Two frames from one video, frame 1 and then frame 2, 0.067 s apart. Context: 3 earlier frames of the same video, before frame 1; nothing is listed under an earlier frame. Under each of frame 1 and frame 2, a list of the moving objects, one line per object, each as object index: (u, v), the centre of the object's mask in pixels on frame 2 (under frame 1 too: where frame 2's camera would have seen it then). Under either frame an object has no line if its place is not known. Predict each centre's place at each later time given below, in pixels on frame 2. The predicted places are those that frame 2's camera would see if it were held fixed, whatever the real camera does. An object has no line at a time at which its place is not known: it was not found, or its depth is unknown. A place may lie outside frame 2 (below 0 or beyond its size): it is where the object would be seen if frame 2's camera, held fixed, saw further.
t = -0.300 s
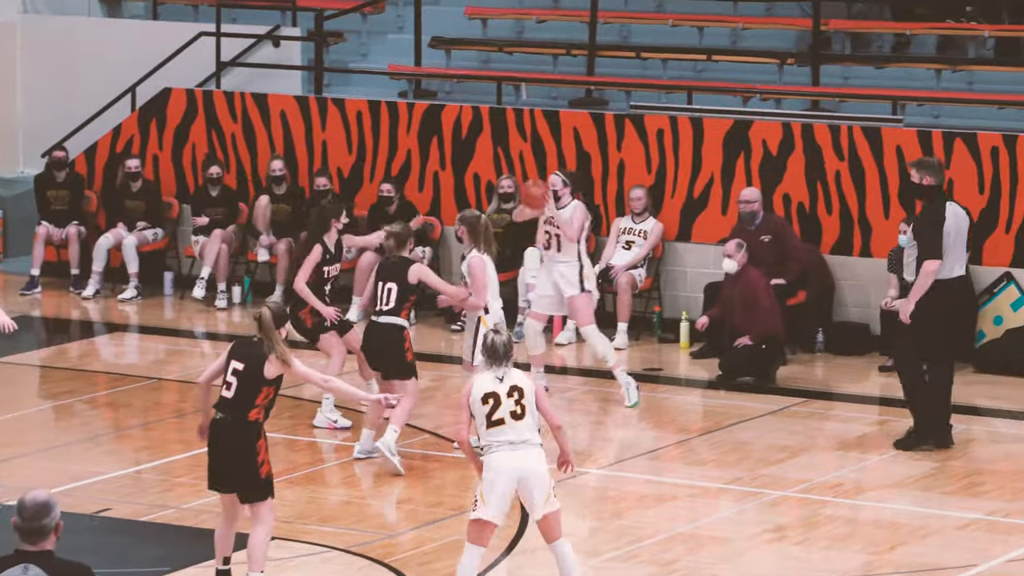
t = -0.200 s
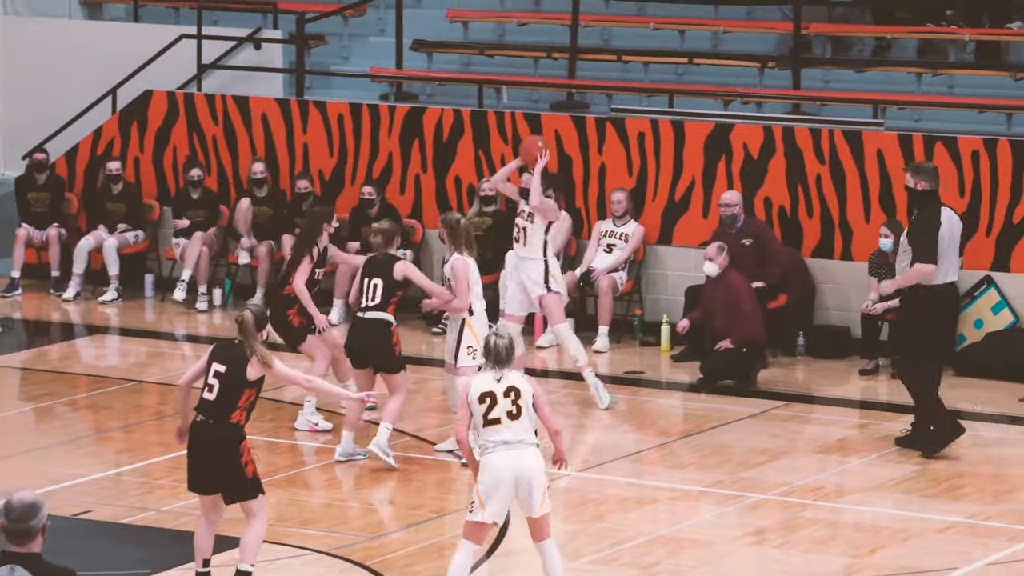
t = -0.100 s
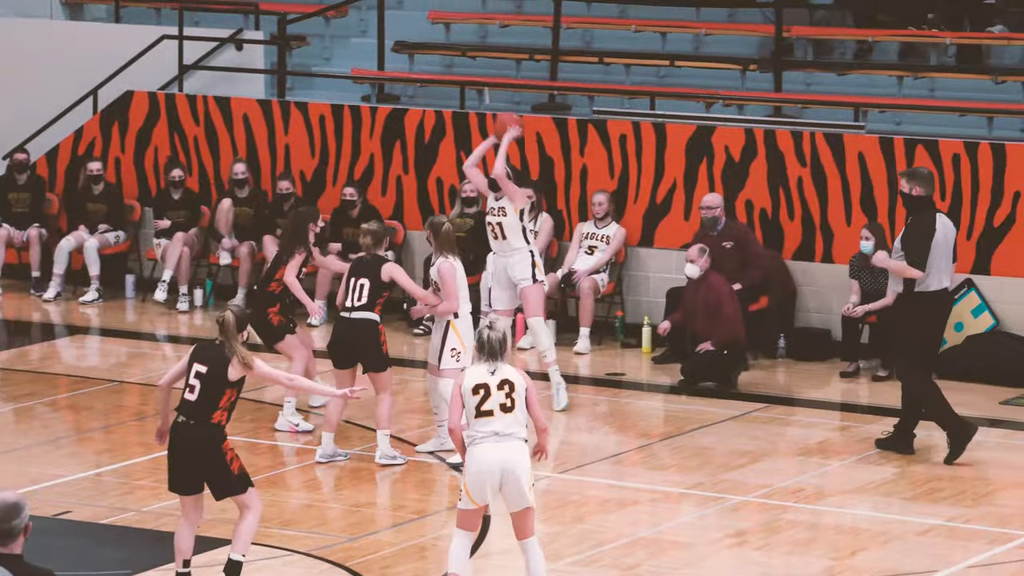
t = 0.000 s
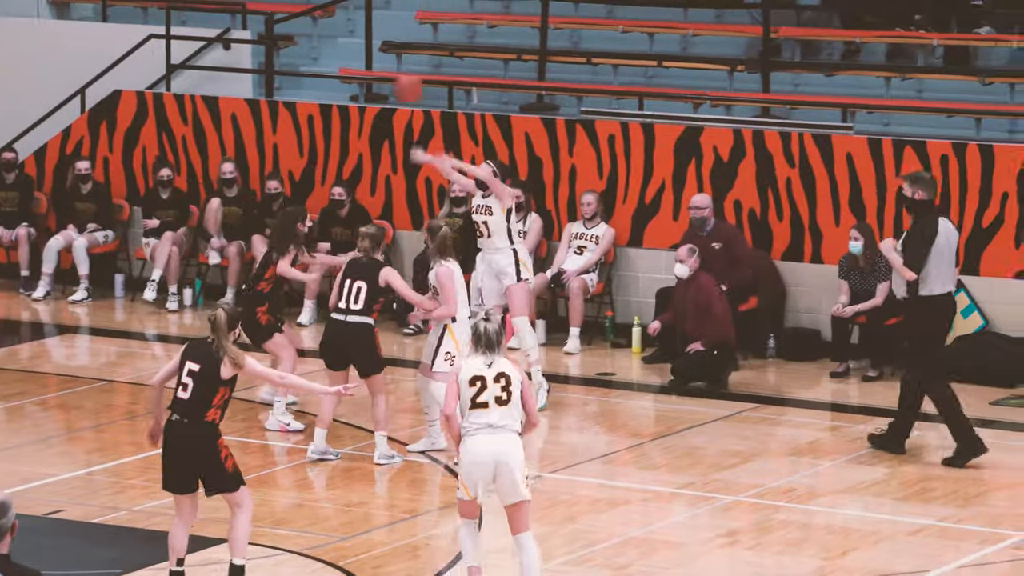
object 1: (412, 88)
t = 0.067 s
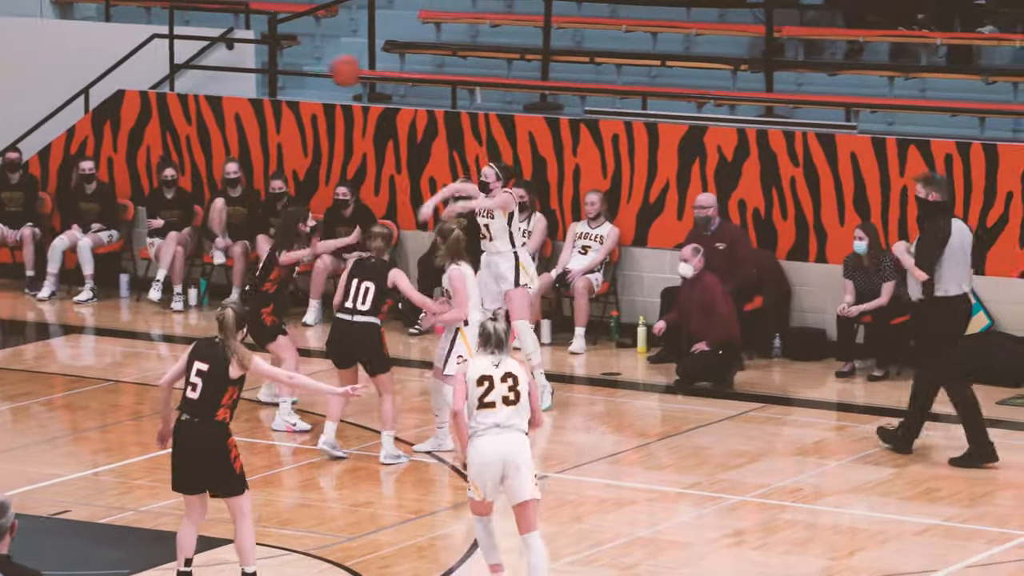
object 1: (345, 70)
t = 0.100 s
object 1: (311, 63)
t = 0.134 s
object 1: (277, 58)
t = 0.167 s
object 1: (242, 53)
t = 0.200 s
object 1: (208, 51)
